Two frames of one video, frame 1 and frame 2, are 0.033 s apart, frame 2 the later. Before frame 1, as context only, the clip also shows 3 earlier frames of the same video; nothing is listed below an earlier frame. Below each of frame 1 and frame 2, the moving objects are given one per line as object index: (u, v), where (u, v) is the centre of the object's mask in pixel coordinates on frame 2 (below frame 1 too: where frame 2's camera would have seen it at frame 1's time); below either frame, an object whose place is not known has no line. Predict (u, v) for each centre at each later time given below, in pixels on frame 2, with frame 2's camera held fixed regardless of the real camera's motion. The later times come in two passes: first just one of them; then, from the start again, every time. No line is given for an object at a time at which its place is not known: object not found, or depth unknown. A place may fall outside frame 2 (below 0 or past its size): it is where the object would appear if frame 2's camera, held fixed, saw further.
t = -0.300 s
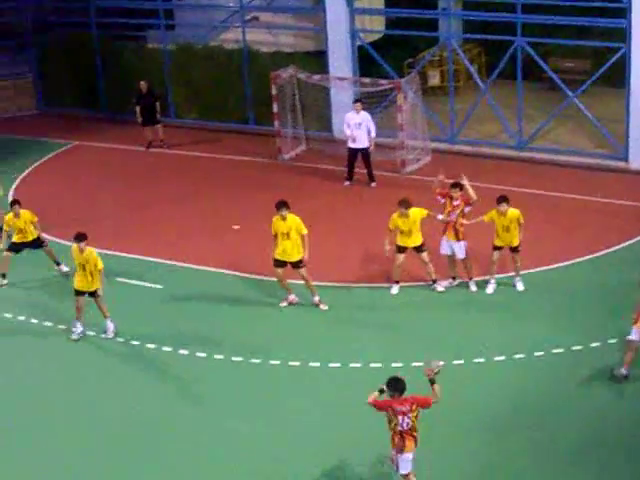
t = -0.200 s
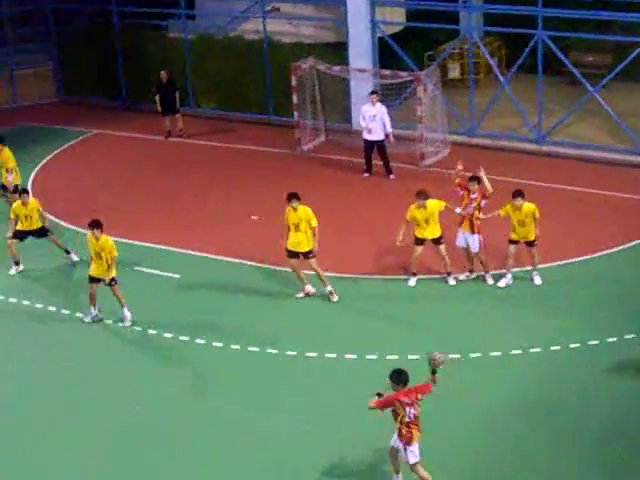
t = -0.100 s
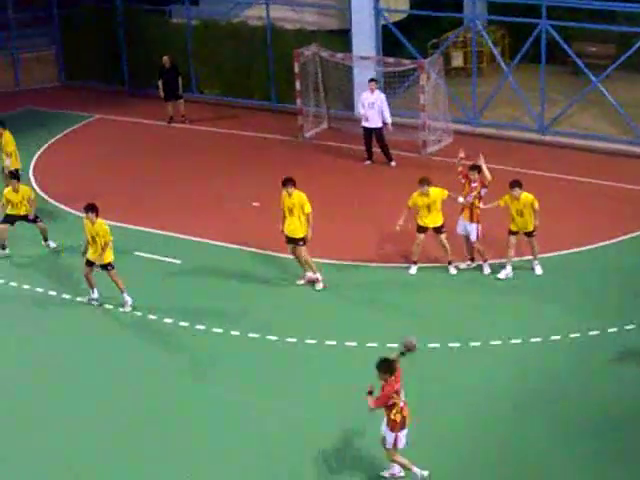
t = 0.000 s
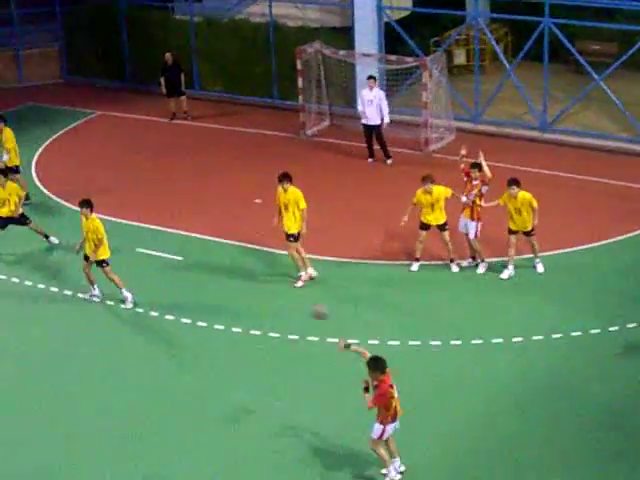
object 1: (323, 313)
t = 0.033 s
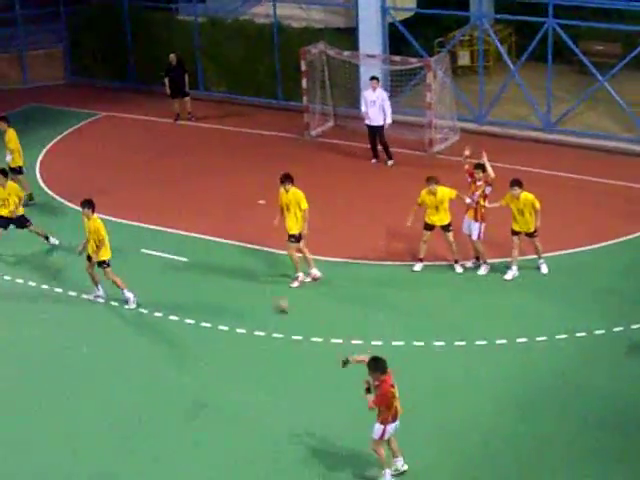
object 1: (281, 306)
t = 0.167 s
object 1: (126, 291)
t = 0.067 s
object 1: (243, 301)
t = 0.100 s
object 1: (203, 296)
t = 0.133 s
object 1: (163, 292)
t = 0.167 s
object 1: (126, 291)
